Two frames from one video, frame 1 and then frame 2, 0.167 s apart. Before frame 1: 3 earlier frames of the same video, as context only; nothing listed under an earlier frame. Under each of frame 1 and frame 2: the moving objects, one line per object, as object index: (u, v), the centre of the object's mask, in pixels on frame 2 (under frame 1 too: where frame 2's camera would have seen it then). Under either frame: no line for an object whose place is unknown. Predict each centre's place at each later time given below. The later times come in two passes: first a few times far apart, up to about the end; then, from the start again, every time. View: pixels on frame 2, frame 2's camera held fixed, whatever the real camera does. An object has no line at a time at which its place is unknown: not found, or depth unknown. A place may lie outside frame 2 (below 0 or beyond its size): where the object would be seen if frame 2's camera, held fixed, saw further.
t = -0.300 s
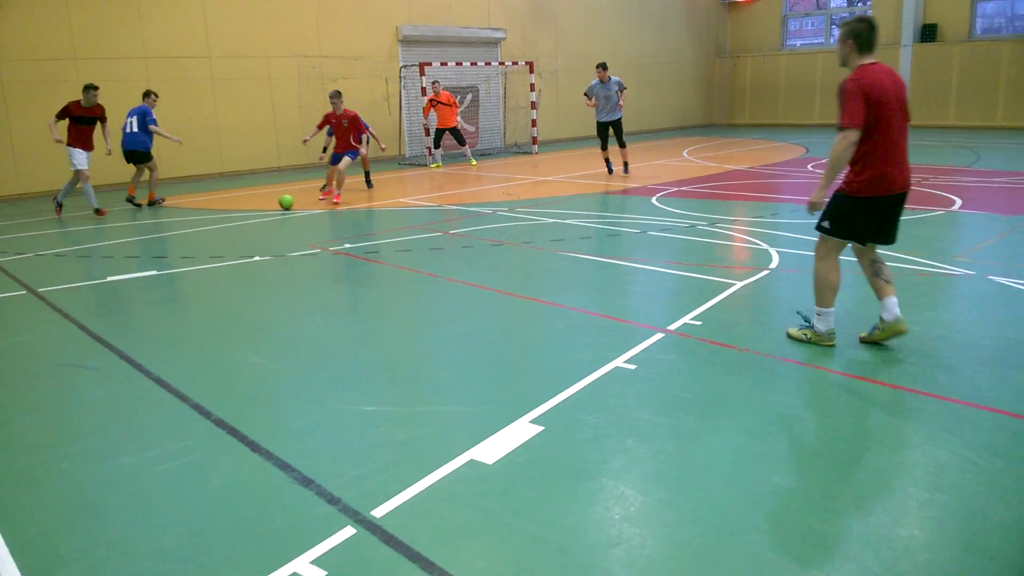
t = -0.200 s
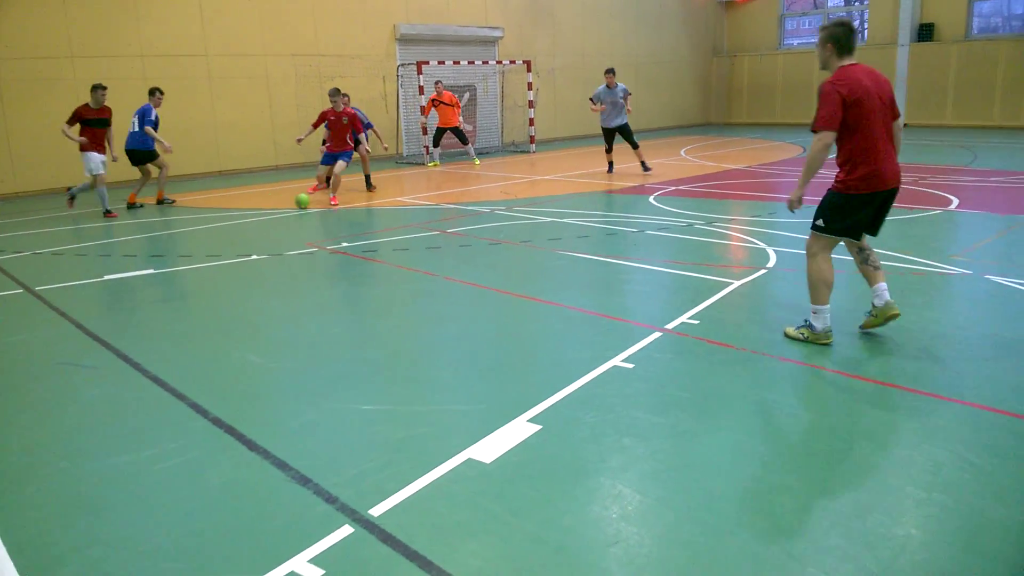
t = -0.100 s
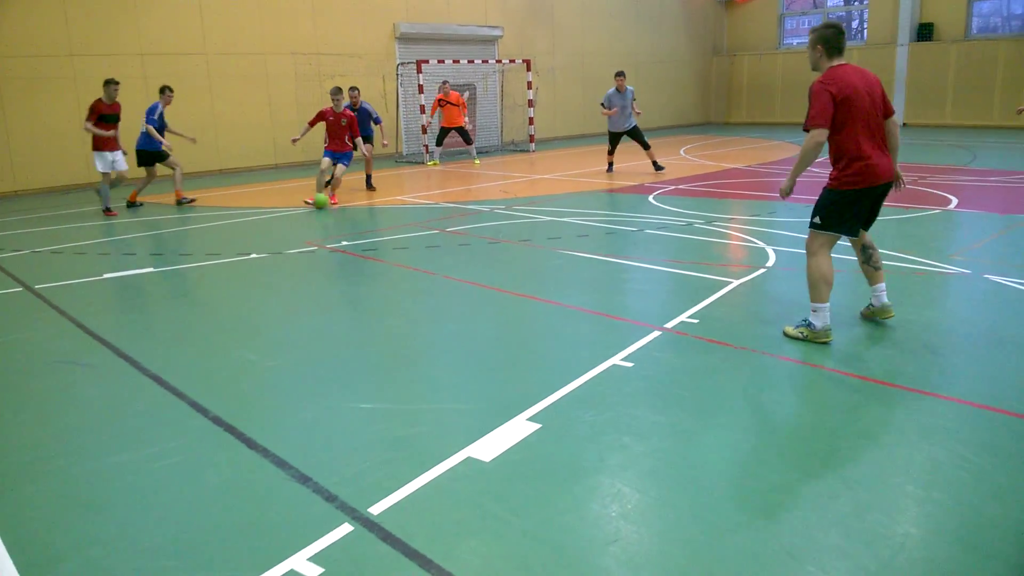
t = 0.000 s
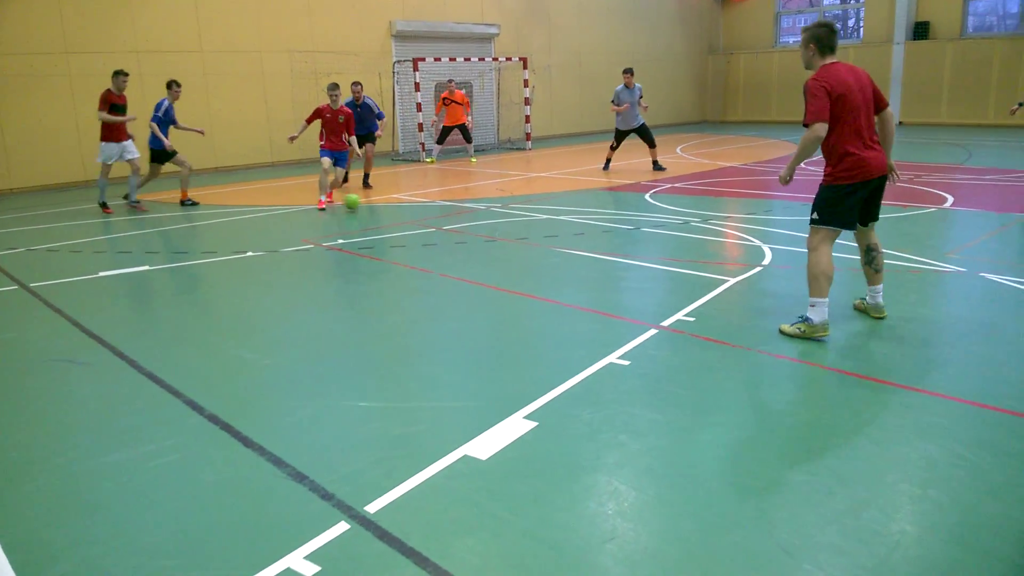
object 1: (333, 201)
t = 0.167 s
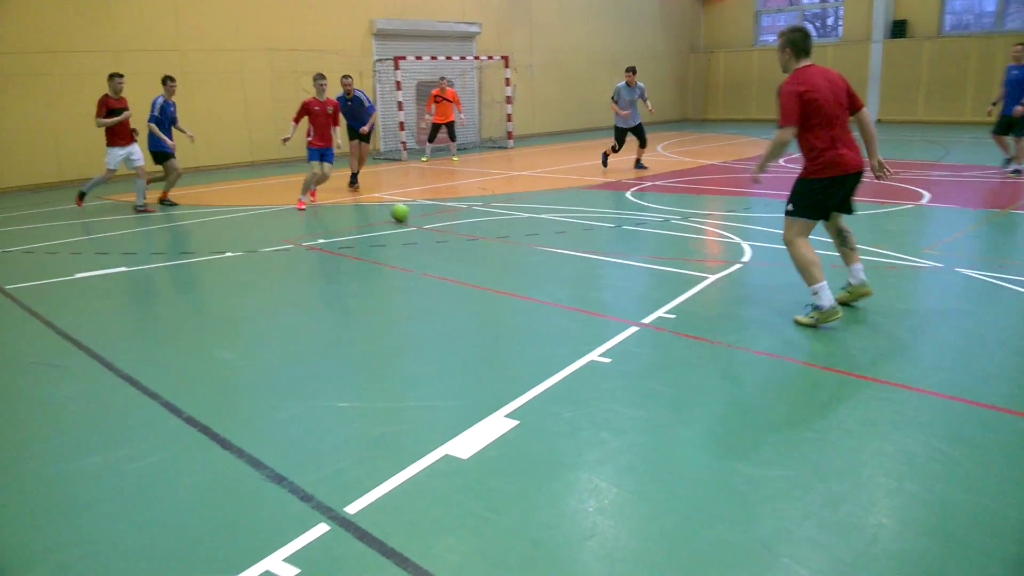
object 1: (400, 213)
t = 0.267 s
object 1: (442, 218)
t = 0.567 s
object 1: (584, 236)
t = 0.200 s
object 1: (413, 214)
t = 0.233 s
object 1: (427, 216)
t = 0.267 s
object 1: (442, 218)
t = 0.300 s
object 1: (457, 219)
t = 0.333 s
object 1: (471, 221)
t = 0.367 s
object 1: (487, 223)
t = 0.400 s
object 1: (502, 225)
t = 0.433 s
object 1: (518, 227)
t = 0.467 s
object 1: (534, 229)
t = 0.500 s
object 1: (550, 231)
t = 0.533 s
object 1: (567, 233)
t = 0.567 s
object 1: (584, 236)
